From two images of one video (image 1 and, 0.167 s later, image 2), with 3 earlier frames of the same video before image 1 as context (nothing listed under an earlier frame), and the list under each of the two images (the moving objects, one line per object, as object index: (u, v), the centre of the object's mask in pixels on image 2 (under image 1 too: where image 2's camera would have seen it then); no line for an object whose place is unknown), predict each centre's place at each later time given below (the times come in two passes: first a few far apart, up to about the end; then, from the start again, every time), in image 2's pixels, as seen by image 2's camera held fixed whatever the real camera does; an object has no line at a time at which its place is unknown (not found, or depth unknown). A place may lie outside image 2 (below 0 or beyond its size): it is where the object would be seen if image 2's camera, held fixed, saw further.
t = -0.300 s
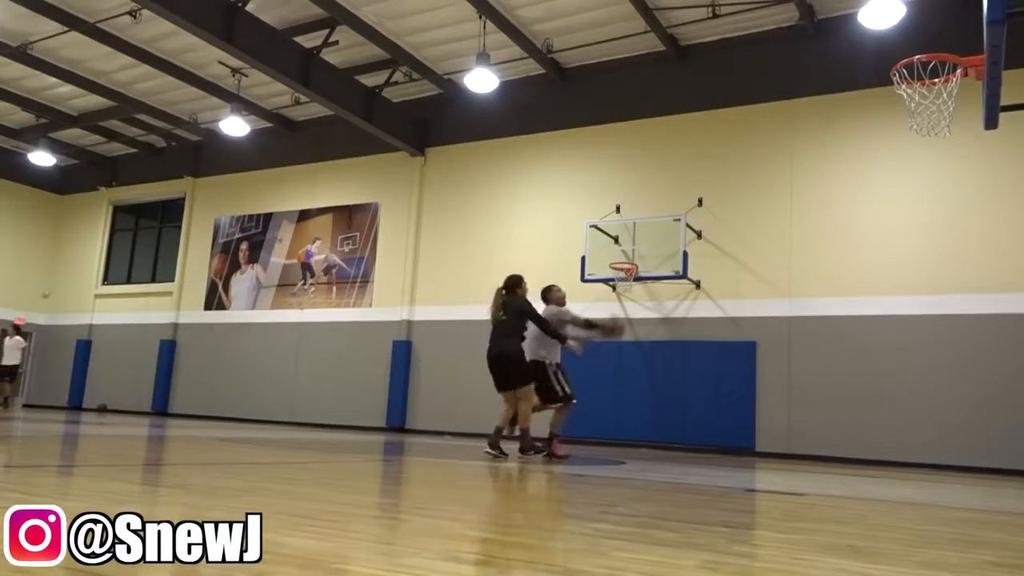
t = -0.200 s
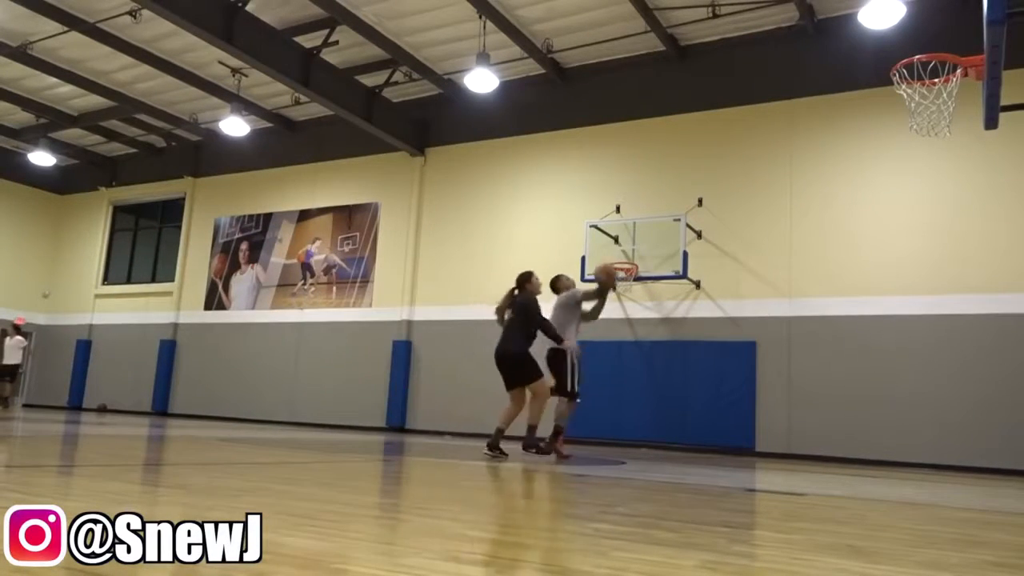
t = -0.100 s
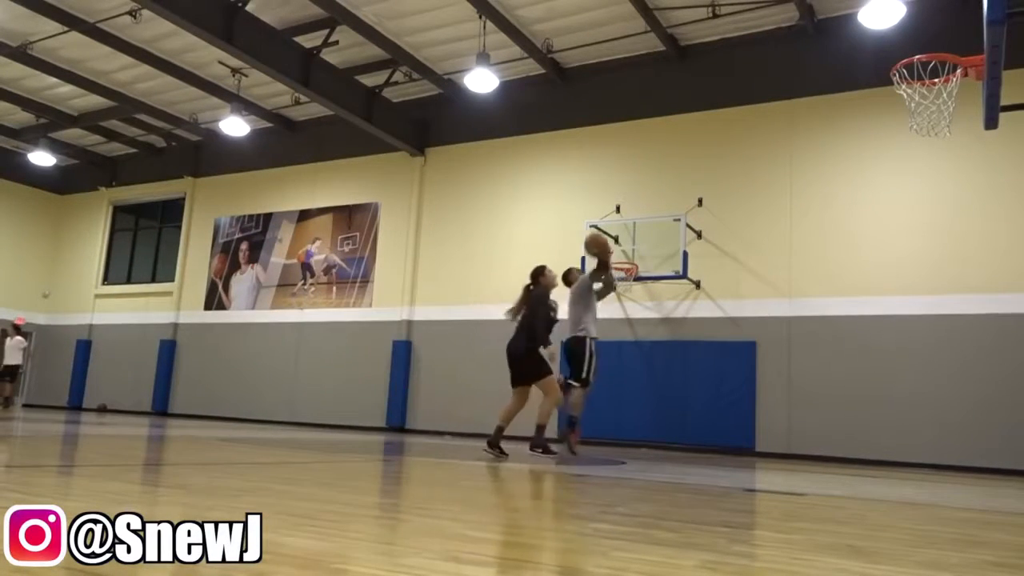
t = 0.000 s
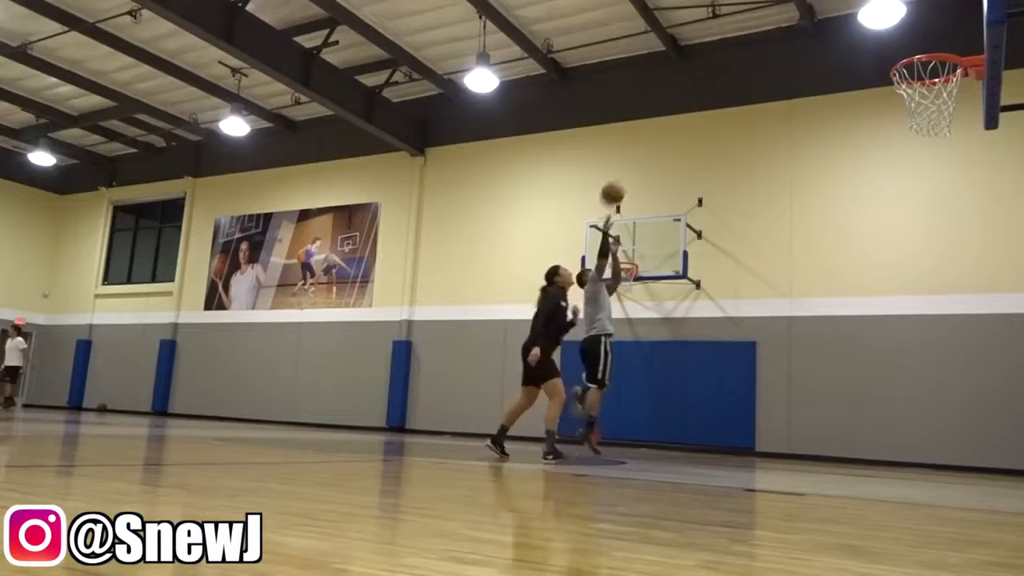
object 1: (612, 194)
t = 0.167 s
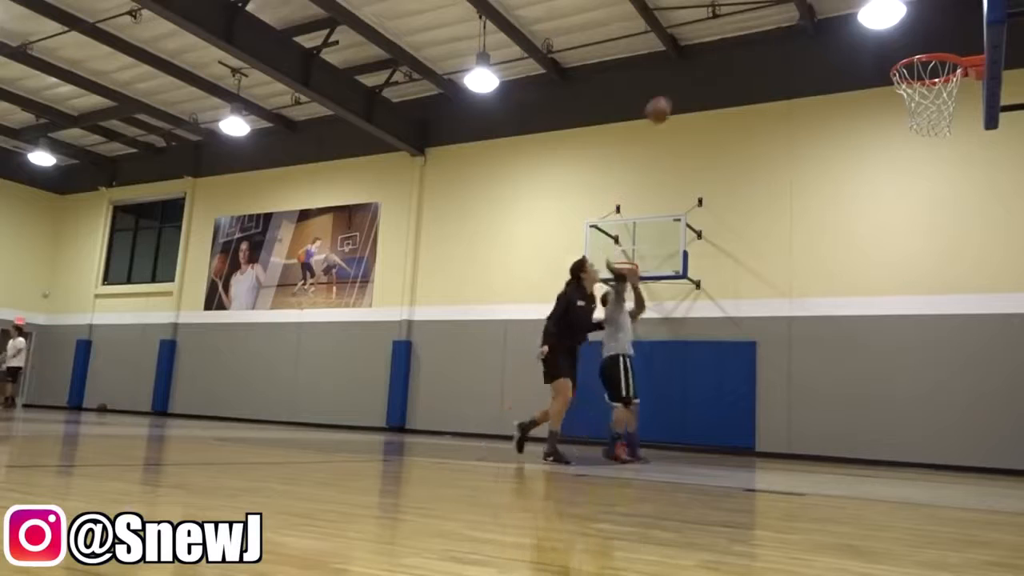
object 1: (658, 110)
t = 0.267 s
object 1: (686, 72)
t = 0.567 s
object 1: (772, 11)
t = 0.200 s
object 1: (667, 95)
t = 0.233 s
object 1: (676, 83)
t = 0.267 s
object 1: (686, 72)
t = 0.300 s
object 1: (695, 61)
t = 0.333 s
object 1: (704, 51)
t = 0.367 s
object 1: (715, 42)
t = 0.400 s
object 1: (723, 35)
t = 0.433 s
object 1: (732, 28)
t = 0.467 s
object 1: (743, 21)
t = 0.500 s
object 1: (753, 16)
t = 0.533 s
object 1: (762, 12)
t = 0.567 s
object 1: (772, 11)
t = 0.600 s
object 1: (783, 9)
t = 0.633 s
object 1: (793, 10)
